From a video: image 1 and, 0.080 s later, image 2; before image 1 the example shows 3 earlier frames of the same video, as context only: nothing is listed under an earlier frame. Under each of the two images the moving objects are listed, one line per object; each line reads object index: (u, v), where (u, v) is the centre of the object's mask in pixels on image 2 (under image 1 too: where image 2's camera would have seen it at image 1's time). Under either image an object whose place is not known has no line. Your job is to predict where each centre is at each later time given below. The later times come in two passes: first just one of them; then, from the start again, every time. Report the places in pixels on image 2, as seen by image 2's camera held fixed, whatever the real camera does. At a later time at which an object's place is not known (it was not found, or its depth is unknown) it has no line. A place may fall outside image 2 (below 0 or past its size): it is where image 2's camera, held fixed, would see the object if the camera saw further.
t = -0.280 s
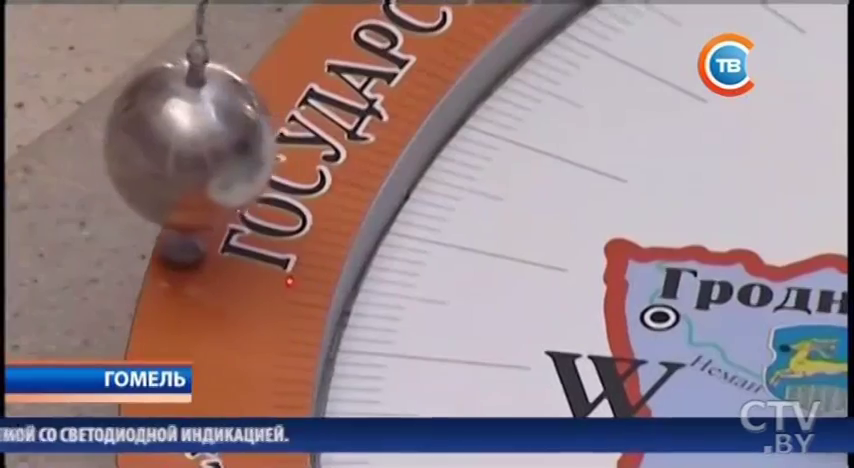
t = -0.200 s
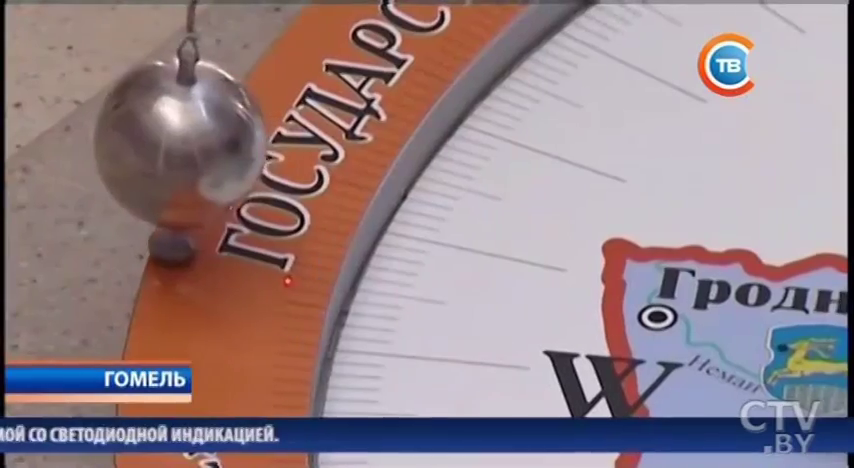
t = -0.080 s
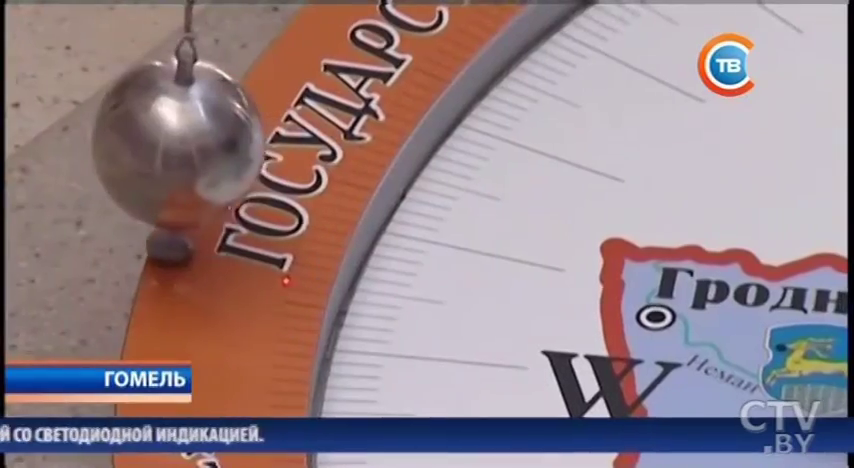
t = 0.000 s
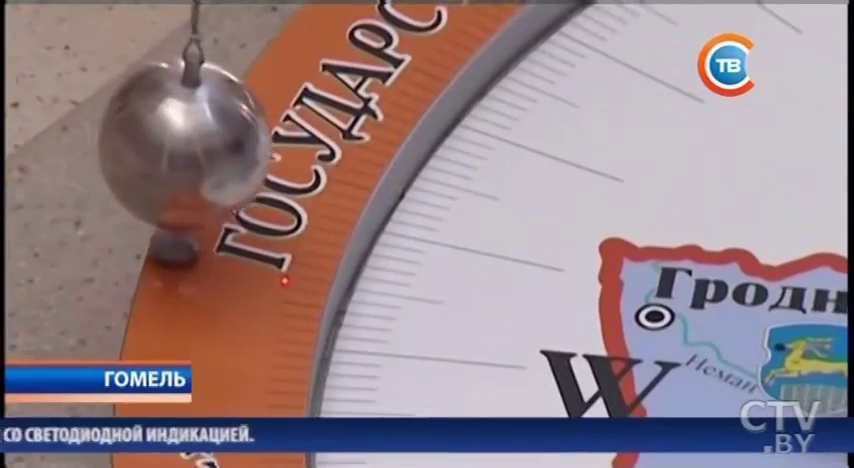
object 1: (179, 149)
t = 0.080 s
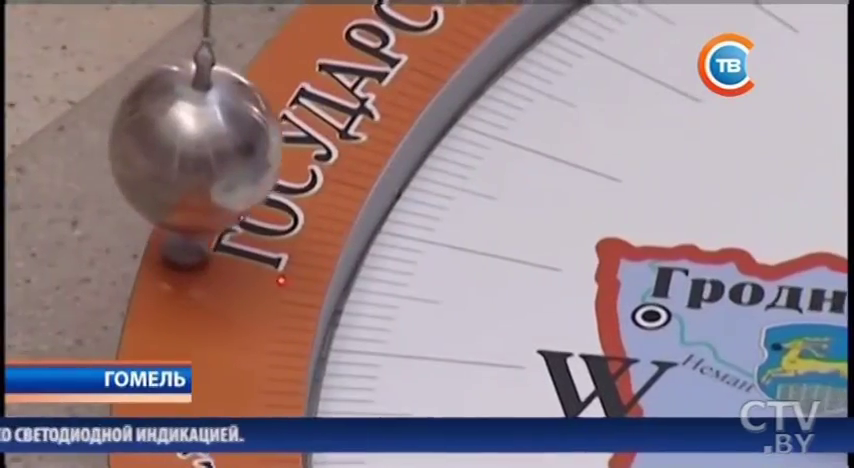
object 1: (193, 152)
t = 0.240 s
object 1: (242, 162)
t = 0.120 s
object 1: (202, 154)
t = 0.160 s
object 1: (214, 156)
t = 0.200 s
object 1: (227, 159)
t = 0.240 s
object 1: (242, 162)
